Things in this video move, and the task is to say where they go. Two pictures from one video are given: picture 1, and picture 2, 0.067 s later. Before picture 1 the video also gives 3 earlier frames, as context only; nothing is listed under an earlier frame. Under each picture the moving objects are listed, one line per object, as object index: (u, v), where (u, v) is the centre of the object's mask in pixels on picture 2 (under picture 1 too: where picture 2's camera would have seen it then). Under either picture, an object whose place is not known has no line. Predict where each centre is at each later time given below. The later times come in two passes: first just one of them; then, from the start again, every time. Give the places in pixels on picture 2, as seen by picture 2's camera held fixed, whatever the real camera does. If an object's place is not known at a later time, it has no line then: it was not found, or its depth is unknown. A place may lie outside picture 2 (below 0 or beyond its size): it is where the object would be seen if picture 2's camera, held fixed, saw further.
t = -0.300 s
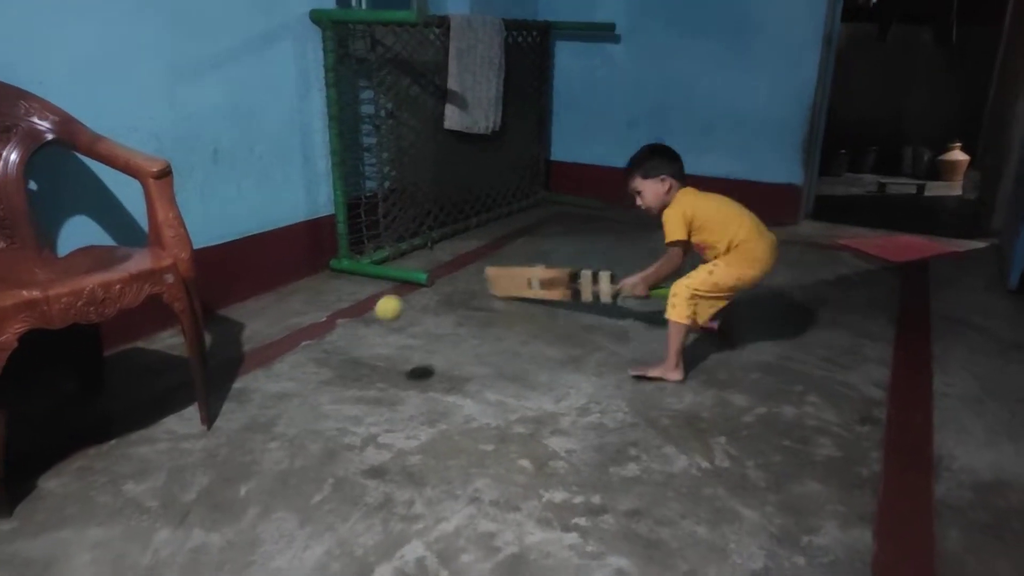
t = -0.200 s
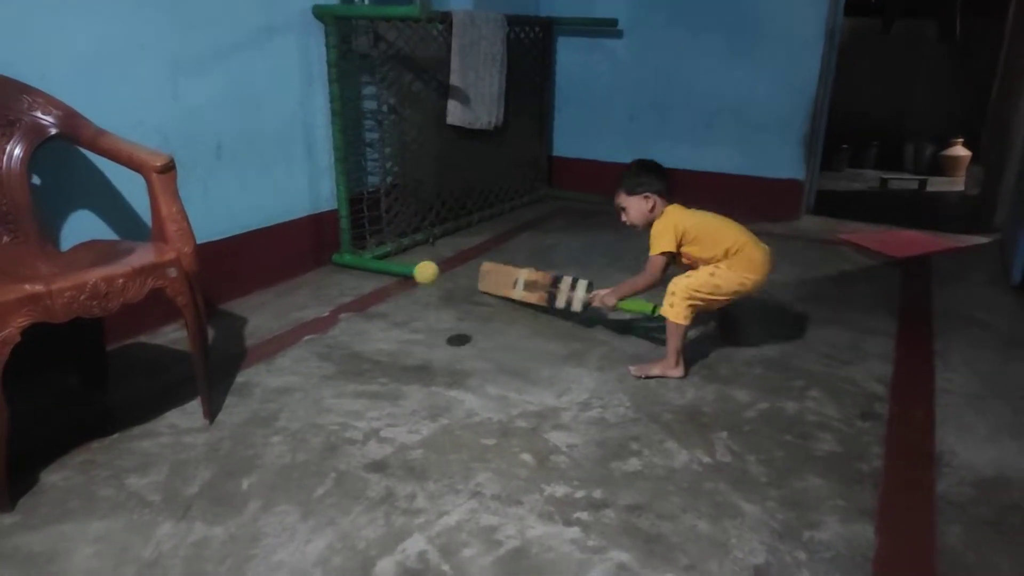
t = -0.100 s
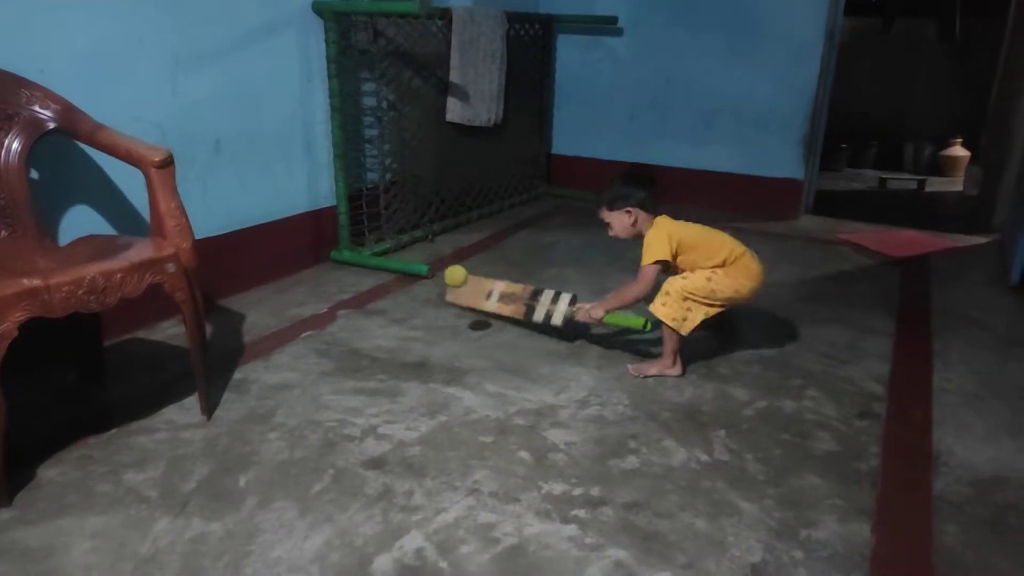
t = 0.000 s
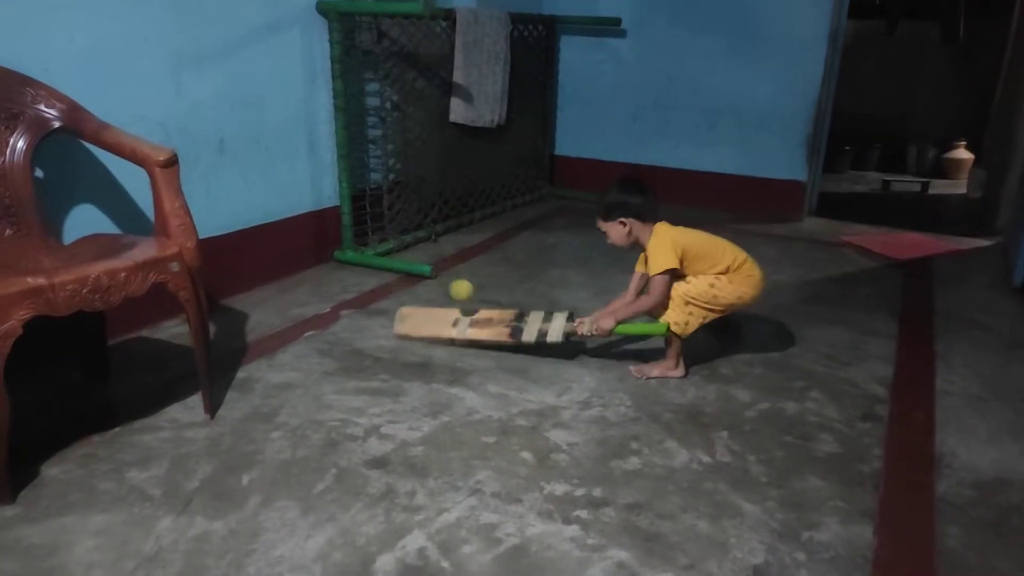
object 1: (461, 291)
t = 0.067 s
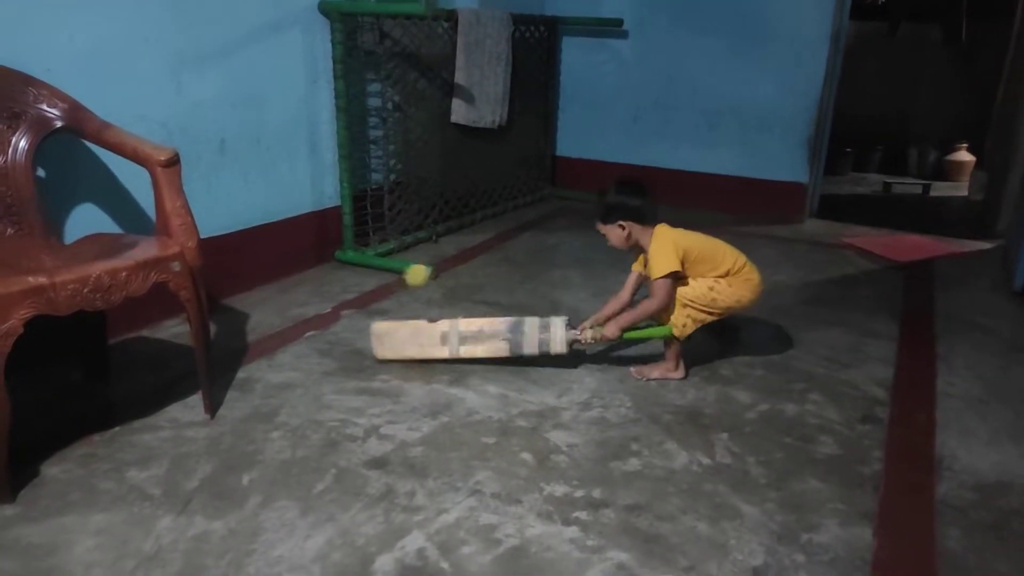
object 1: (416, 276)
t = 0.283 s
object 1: (195, 351)
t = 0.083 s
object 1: (405, 274)
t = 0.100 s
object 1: (391, 273)
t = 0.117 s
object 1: (378, 273)
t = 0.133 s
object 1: (362, 275)
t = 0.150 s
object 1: (347, 277)
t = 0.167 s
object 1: (330, 280)
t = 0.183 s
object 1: (314, 285)
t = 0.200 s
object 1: (297, 292)
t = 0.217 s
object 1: (278, 300)
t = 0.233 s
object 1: (259, 309)
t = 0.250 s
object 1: (238, 322)
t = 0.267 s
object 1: (217, 336)
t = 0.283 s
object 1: (195, 351)
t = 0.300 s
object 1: (172, 369)
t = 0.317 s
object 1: (147, 389)
